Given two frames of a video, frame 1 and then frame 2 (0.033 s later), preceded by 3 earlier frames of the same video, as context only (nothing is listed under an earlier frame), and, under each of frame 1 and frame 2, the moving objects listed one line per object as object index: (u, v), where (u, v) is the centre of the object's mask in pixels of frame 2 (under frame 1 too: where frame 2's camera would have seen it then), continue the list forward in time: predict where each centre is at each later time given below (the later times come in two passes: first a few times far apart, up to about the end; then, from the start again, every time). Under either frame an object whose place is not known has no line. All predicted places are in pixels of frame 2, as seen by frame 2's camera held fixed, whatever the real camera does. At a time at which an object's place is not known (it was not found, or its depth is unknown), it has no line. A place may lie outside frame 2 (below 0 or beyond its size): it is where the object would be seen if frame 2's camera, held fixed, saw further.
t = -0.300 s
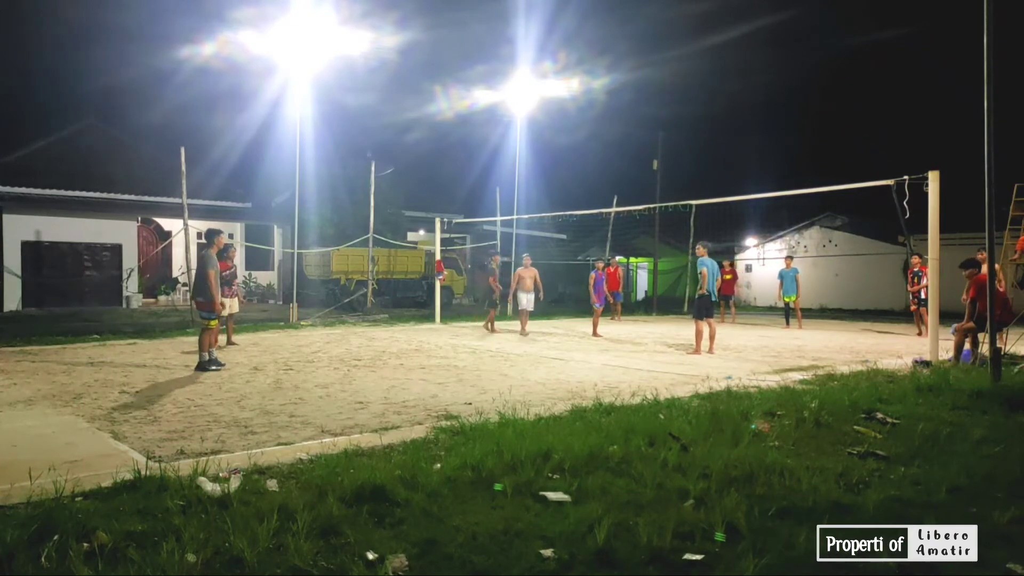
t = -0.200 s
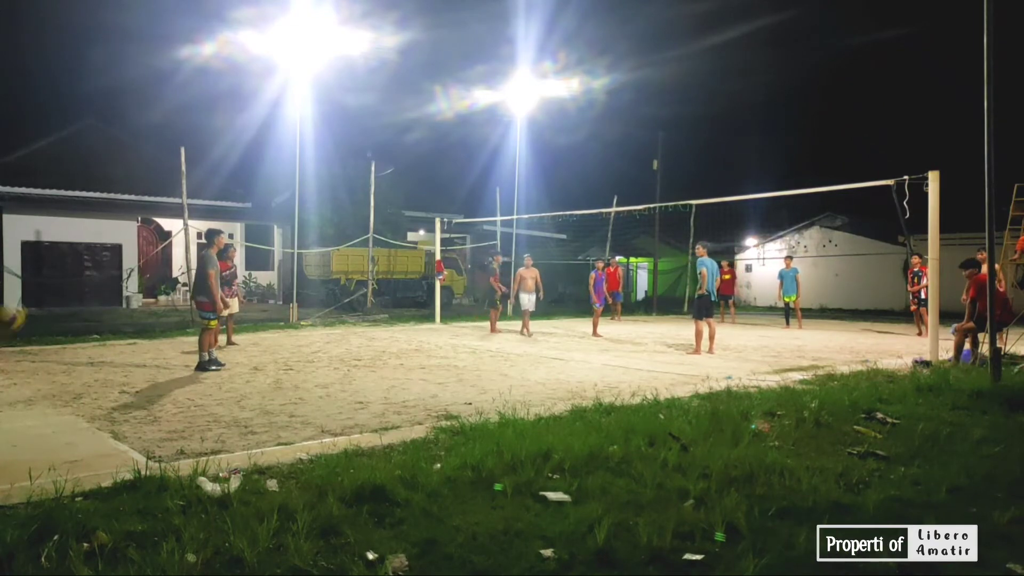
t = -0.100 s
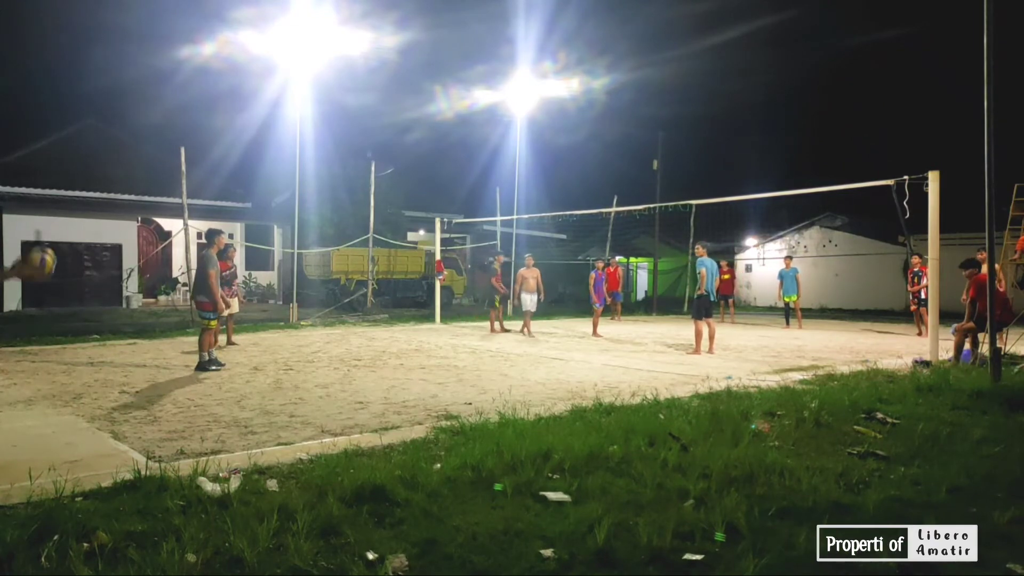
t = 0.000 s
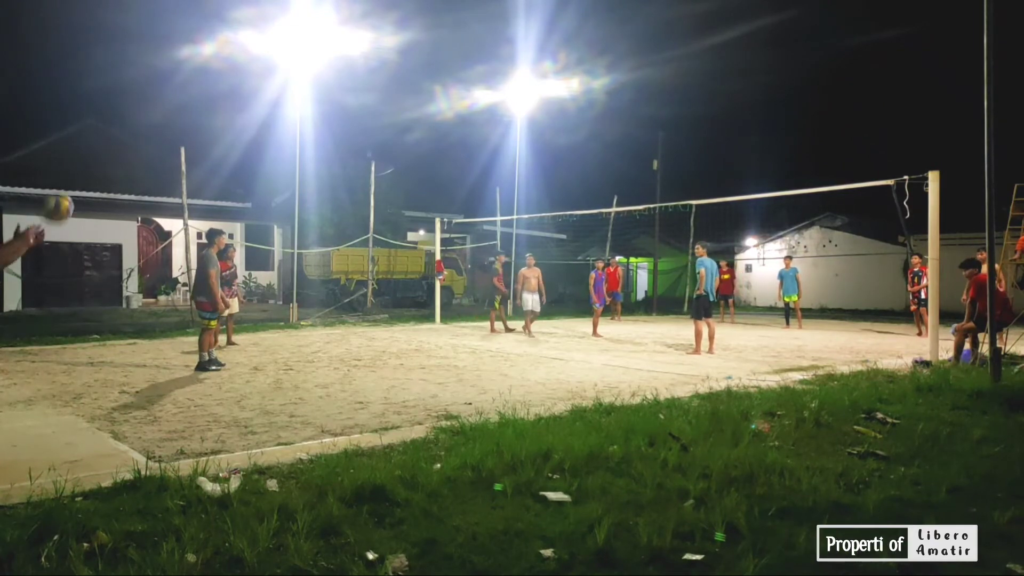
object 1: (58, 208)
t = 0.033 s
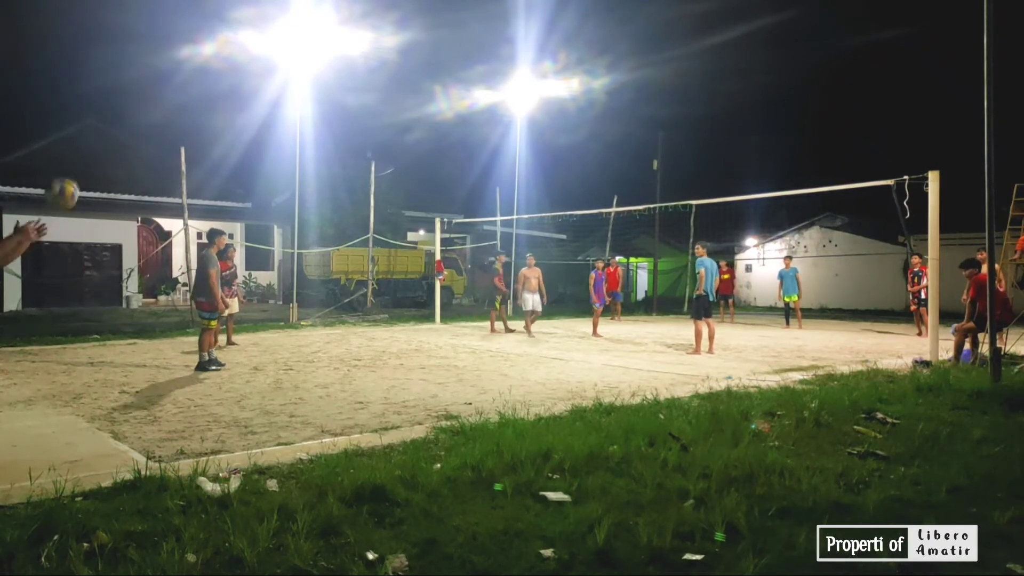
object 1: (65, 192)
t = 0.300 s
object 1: (105, 129)
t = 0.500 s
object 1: (134, 142)
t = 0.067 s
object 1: (69, 178)
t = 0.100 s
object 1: (74, 168)
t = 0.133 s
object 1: (78, 159)
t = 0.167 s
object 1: (84, 149)
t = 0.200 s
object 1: (89, 142)
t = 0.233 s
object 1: (94, 136)
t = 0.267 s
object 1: (99, 132)
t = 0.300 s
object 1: (105, 129)
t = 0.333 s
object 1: (109, 128)
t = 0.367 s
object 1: (114, 128)
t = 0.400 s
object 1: (119, 129)
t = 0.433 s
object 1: (123, 132)
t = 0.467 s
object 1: (129, 136)
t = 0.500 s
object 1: (134, 142)
